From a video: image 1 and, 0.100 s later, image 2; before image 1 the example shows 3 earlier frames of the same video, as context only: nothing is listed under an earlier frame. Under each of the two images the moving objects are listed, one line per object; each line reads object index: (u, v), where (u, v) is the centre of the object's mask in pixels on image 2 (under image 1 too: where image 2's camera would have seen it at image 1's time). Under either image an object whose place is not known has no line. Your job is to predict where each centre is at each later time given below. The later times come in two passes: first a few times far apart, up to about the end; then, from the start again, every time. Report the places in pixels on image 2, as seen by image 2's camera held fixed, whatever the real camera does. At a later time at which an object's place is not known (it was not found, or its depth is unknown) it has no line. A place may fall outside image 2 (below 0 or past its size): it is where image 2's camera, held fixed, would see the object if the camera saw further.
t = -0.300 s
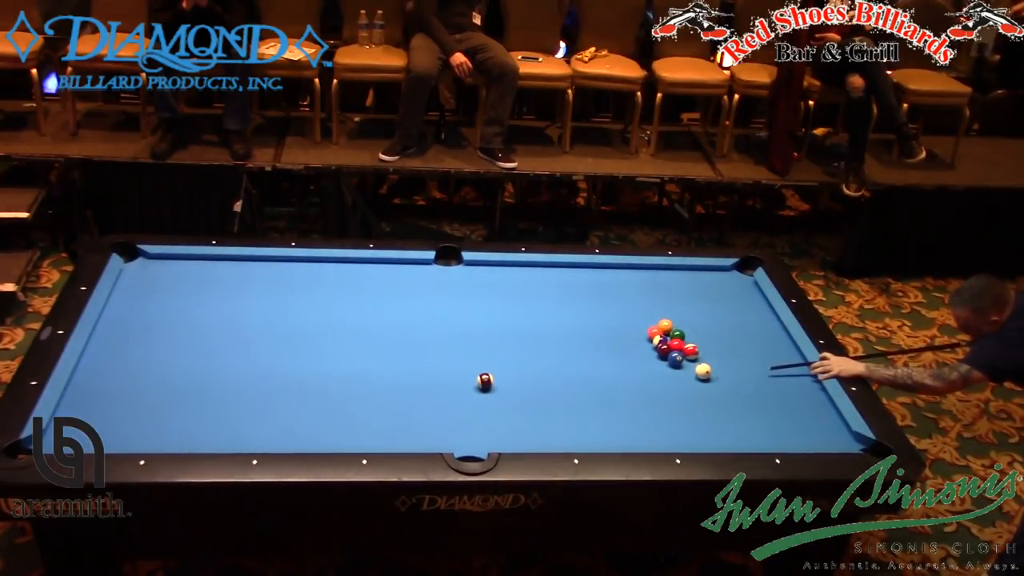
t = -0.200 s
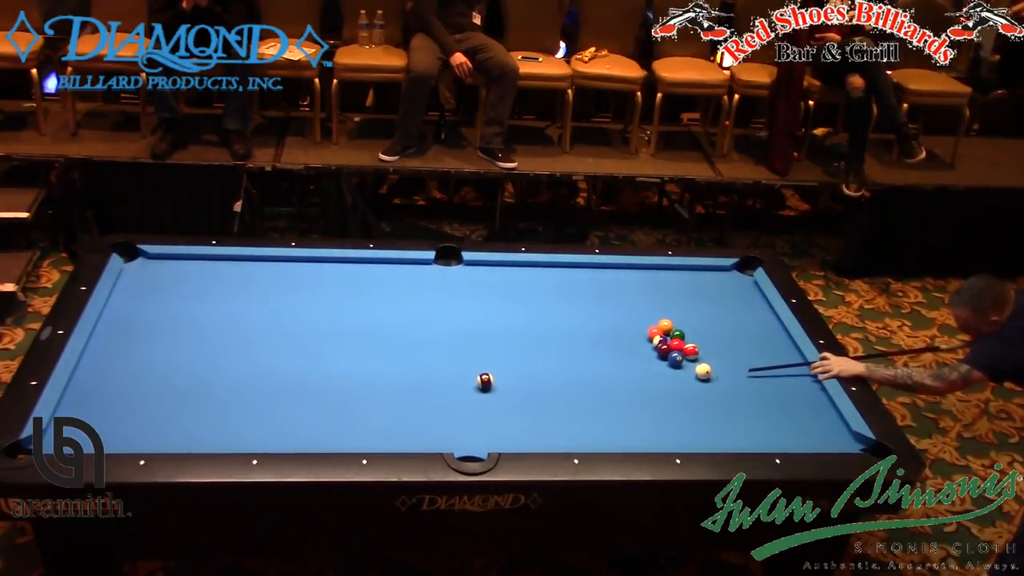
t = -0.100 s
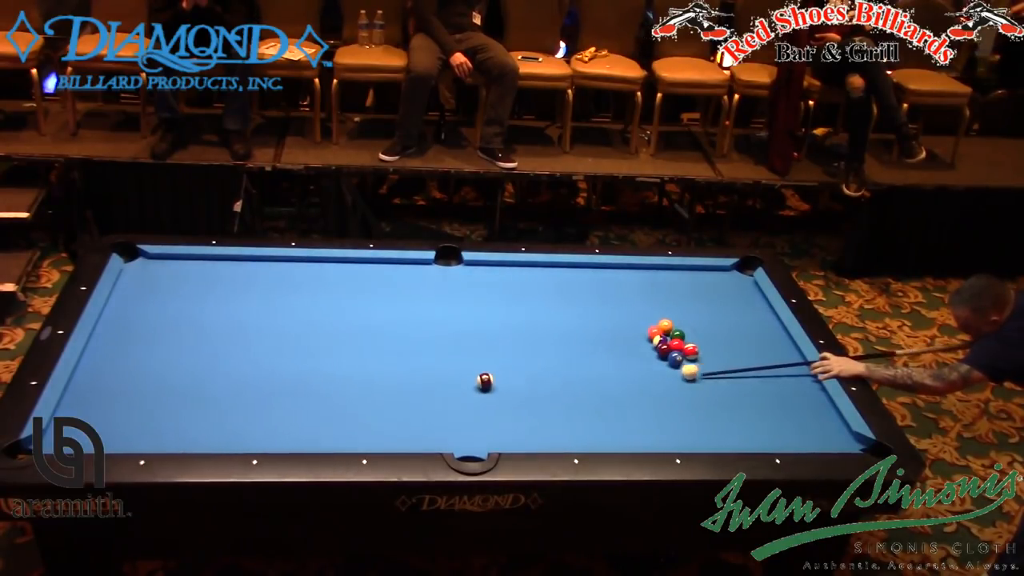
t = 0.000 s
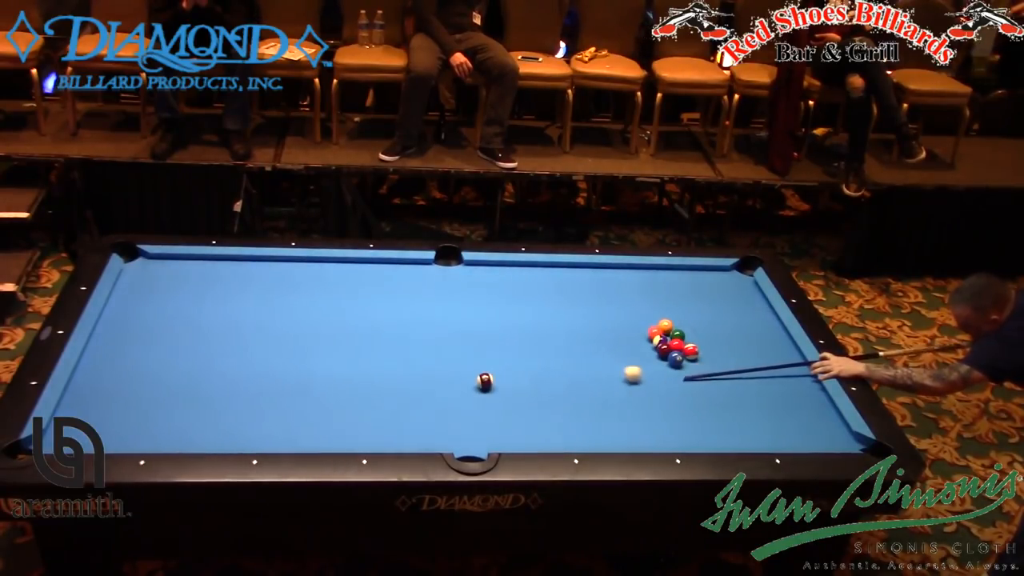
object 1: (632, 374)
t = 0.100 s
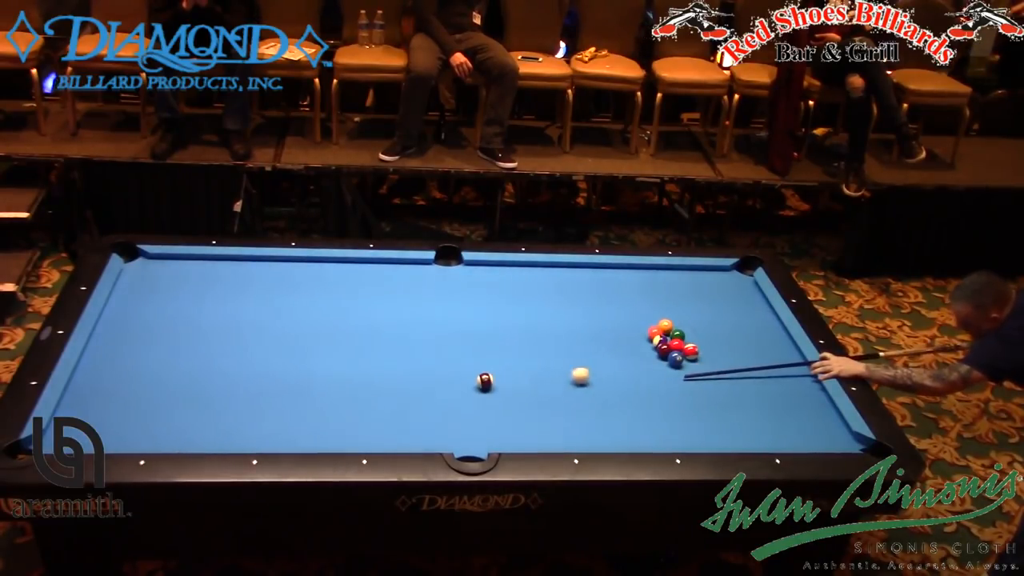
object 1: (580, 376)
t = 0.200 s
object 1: (534, 377)
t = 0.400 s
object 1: (496, 376)
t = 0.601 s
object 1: (490, 371)
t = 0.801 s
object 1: (484, 367)
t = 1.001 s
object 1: (479, 363)
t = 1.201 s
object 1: (475, 359)
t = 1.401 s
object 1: (471, 356)
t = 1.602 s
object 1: (468, 353)
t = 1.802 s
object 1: (465, 351)
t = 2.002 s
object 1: (462, 349)
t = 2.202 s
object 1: (461, 348)
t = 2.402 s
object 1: (459, 347)
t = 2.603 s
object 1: (459, 346)
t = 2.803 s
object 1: (459, 345)
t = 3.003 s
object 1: (458, 345)
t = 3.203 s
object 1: (458, 345)
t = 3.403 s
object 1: (458, 345)
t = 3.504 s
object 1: (458, 345)
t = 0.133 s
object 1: (564, 376)
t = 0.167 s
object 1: (549, 377)
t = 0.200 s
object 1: (534, 377)
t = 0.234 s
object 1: (520, 378)
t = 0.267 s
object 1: (507, 379)
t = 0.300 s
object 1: (500, 378)
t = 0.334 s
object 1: (498, 377)
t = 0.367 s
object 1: (497, 376)
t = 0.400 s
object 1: (496, 376)
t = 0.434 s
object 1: (495, 375)
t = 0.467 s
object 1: (494, 374)
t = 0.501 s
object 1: (493, 373)
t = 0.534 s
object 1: (492, 372)
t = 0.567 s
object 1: (491, 372)
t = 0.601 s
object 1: (490, 371)
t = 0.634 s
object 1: (489, 370)
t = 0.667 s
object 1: (488, 369)
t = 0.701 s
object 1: (487, 369)
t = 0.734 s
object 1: (486, 368)
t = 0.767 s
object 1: (485, 367)
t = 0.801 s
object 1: (484, 367)
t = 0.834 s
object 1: (483, 366)
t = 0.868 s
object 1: (482, 365)
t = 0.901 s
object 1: (482, 364)
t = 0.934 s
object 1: (481, 364)
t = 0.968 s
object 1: (480, 363)
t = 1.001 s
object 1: (479, 363)
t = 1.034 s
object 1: (479, 362)
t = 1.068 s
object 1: (478, 361)
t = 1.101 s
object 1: (477, 361)
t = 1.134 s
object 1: (476, 360)
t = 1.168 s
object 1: (476, 360)
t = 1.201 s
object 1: (475, 359)
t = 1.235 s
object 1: (474, 359)
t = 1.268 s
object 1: (474, 358)
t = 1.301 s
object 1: (473, 358)
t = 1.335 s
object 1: (472, 357)
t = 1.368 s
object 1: (472, 356)
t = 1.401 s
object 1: (471, 356)
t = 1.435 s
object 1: (470, 355)
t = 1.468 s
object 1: (470, 355)
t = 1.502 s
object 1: (469, 355)
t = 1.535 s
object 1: (469, 354)
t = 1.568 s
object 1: (468, 354)
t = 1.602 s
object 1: (468, 353)
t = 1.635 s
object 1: (467, 353)
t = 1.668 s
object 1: (467, 352)
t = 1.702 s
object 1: (466, 352)
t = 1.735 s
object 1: (466, 352)
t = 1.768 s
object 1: (465, 351)
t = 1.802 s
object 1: (465, 351)
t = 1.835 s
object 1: (464, 351)
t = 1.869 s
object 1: (464, 350)
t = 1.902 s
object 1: (464, 350)
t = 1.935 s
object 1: (463, 350)
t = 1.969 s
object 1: (463, 350)
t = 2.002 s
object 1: (462, 349)
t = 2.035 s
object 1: (462, 349)
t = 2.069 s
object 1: (462, 349)
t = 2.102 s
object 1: (462, 348)
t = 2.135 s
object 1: (461, 348)
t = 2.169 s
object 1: (461, 348)
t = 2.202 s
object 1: (461, 348)
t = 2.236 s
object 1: (460, 347)
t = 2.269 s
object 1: (460, 347)
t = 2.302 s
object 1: (460, 347)
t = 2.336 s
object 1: (460, 347)
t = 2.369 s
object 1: (460, 347)
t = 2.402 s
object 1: (459, 347)
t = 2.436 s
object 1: (459, 346)
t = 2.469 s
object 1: (459, 346)
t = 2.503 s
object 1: (459, 346)
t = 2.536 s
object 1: (459, 346)
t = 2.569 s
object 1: (459, 346)
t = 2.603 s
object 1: (459, 346)
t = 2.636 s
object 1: (459, 346)
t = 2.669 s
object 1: (459, 346)
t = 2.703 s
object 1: (459, 345)
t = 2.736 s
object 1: (459, 345)
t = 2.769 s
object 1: (459, 345)
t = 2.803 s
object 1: (459, 345)
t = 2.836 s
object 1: (458, 346)
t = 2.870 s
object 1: (458, 345)
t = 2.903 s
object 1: (458, 345)
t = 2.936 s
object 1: (458, 345)
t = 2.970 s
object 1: (458, 345)
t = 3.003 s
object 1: (458, 345)
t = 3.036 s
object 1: (458, 345)
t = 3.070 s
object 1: (458, 345)
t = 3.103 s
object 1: (458, 345)
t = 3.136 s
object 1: (458, 345)
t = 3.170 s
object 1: (458, 345)
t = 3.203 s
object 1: (458, 345)
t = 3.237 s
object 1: (458, 345)
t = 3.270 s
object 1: (458, 345)
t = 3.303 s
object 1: (458, 345)
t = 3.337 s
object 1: (458, 345)
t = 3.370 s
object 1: (458, 345)
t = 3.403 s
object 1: (458, 345)
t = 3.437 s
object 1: (458, 345)
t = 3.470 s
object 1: (458, 345)
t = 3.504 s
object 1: (458, 345)
